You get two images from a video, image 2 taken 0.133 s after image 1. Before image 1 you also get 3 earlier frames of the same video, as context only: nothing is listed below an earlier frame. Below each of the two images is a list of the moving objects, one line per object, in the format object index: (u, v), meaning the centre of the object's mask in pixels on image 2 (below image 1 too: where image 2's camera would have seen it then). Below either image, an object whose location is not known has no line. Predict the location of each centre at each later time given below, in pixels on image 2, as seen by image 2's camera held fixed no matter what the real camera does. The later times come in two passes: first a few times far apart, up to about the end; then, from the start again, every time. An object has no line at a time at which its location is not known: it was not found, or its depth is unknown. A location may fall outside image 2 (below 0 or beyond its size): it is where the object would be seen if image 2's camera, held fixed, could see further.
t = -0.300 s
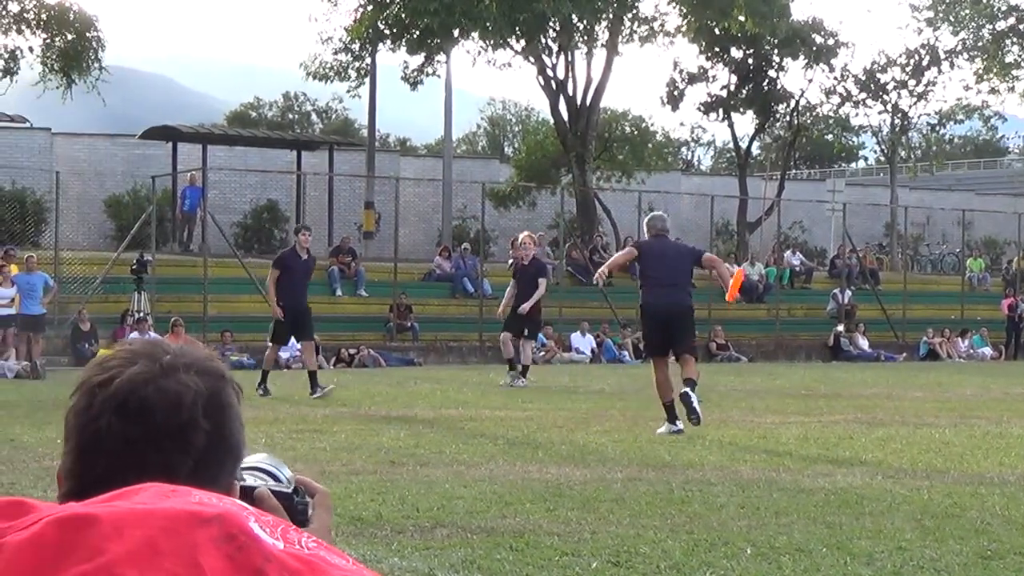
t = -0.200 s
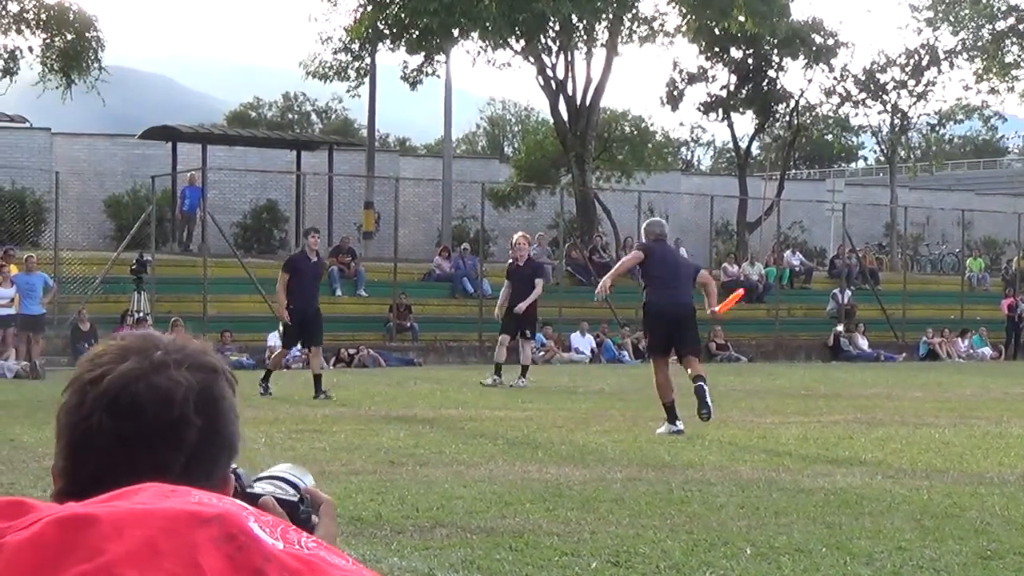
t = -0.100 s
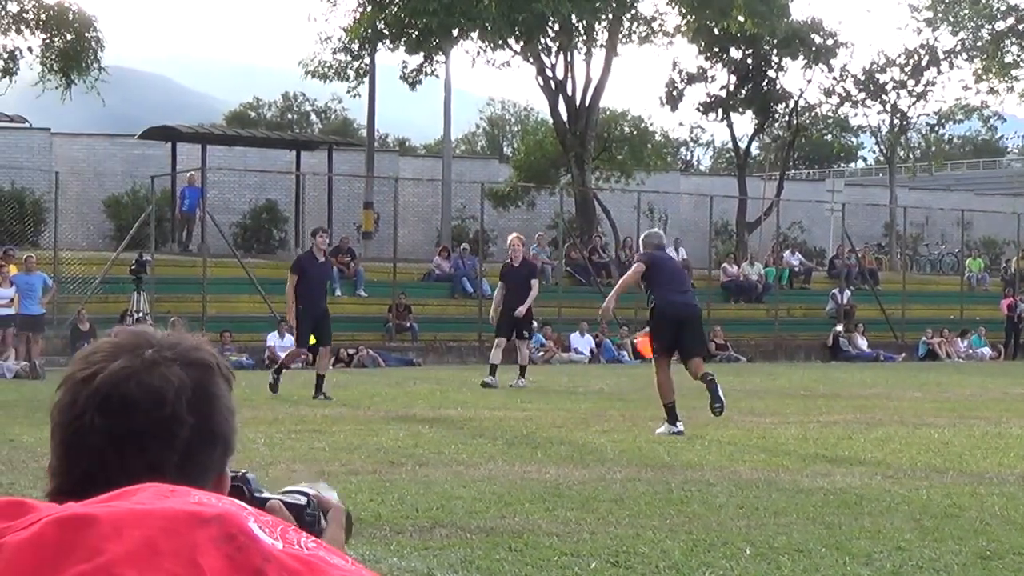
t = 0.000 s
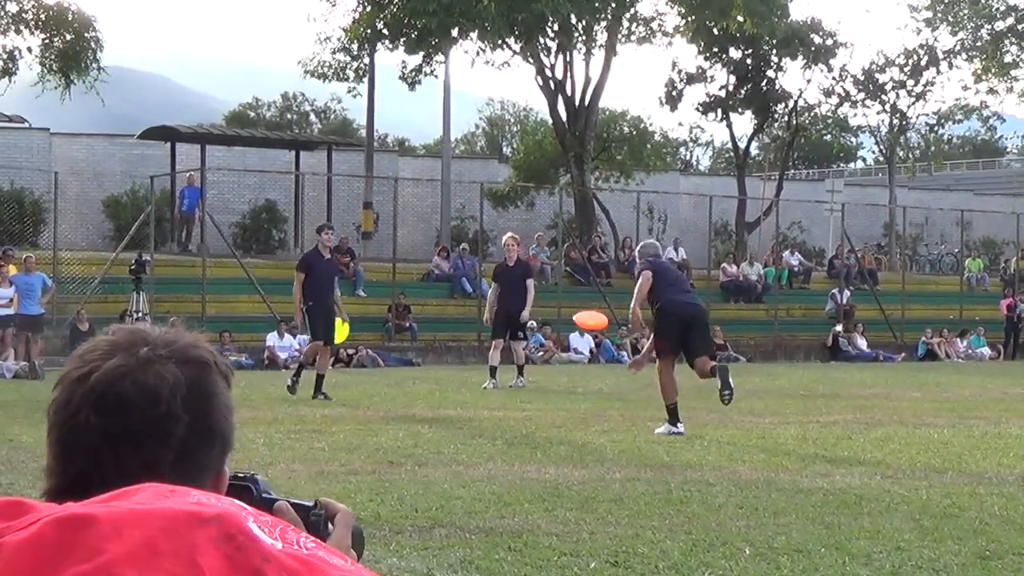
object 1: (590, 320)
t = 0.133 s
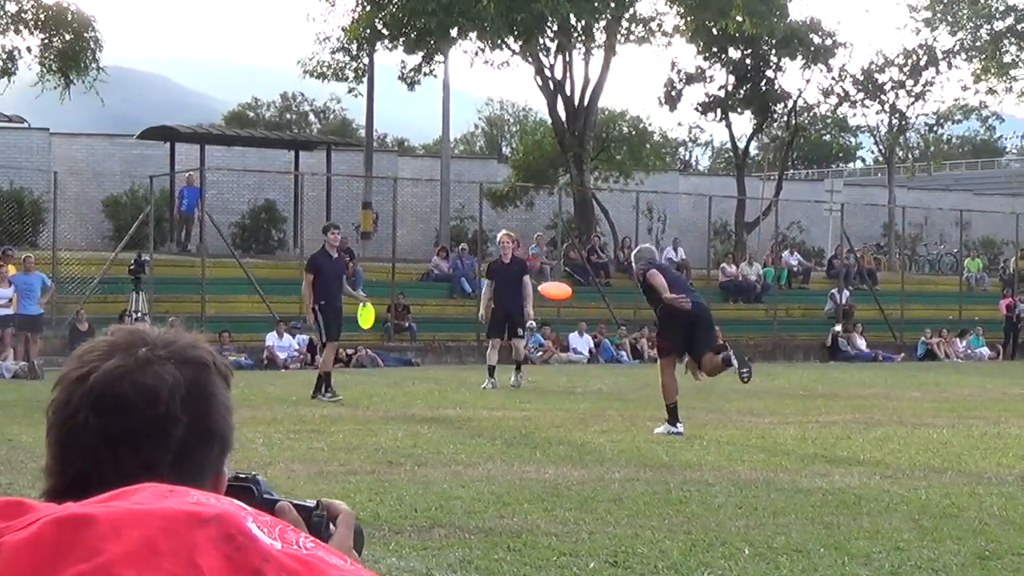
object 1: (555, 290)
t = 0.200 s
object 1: (539, 282)
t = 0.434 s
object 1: (489, 274)
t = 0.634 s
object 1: (451, 287)
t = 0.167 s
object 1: (547, 285)
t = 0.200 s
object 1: (539, 282)
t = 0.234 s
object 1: (531, 279)
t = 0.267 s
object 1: (524, 276)
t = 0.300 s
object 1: (517, 275)
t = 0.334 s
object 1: (509, 274)
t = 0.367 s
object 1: (502, 274)
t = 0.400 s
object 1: (495, 274)
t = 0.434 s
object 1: (489, 274)
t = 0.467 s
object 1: (482, 275)
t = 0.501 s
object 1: (476, 277)
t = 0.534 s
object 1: (470, 279)
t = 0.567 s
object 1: (463, 282)
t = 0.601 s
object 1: (457, 284)
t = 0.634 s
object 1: (451, 287)
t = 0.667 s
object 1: (445, 291)
